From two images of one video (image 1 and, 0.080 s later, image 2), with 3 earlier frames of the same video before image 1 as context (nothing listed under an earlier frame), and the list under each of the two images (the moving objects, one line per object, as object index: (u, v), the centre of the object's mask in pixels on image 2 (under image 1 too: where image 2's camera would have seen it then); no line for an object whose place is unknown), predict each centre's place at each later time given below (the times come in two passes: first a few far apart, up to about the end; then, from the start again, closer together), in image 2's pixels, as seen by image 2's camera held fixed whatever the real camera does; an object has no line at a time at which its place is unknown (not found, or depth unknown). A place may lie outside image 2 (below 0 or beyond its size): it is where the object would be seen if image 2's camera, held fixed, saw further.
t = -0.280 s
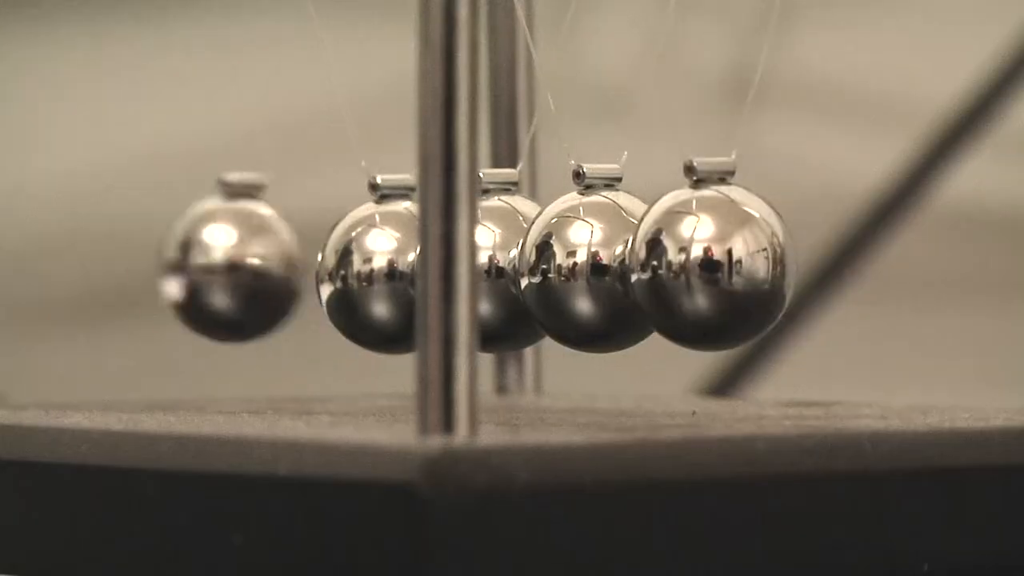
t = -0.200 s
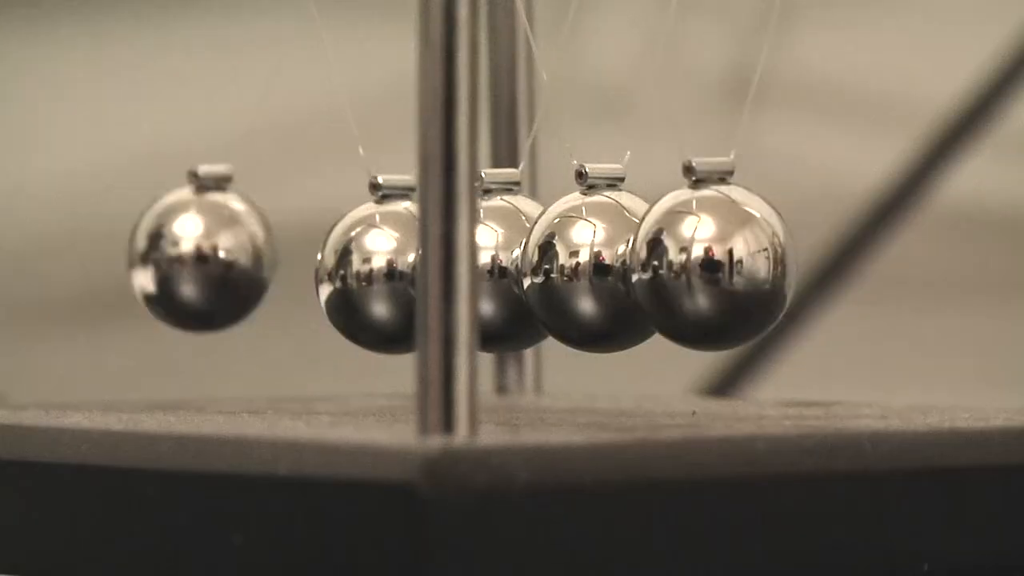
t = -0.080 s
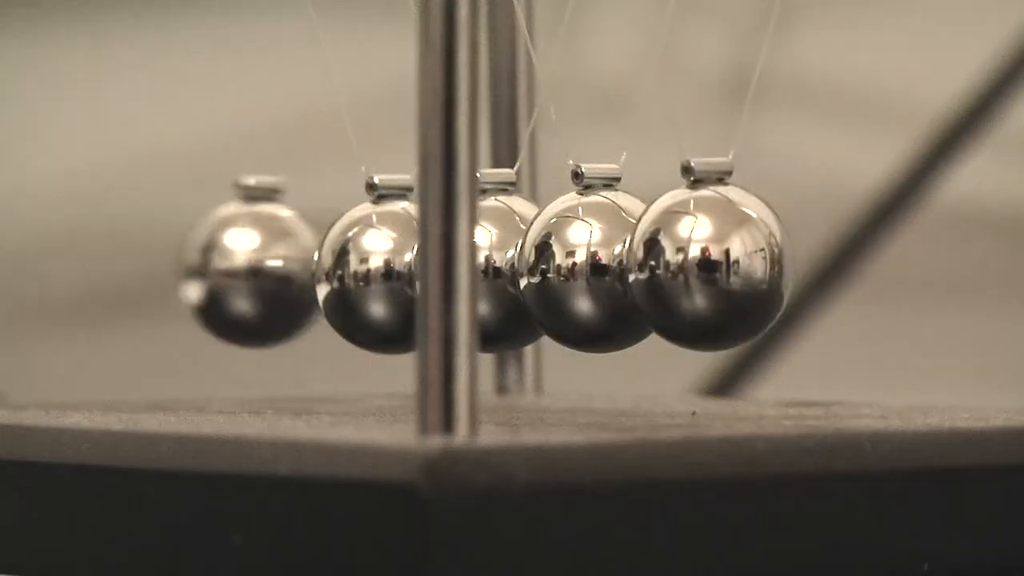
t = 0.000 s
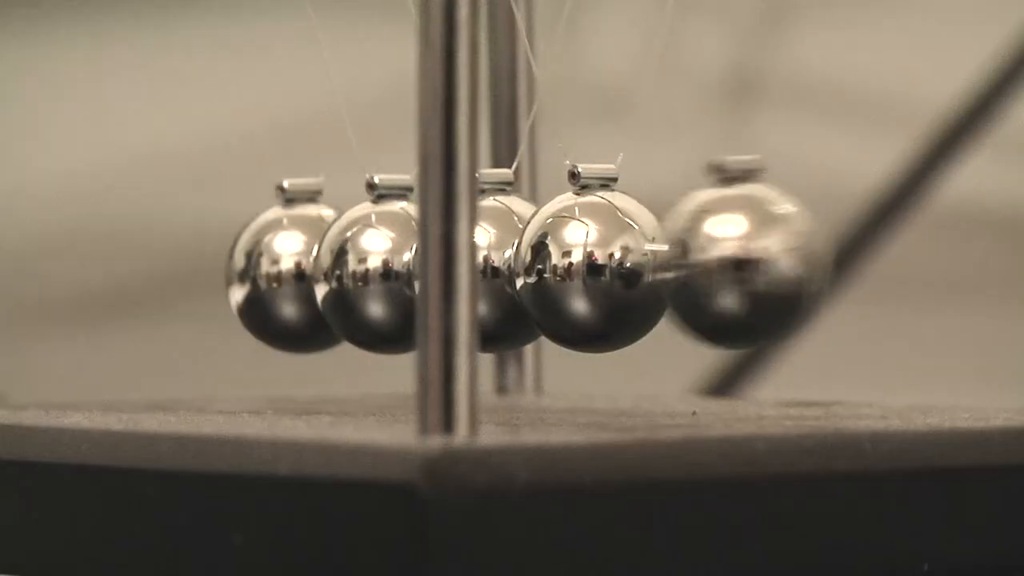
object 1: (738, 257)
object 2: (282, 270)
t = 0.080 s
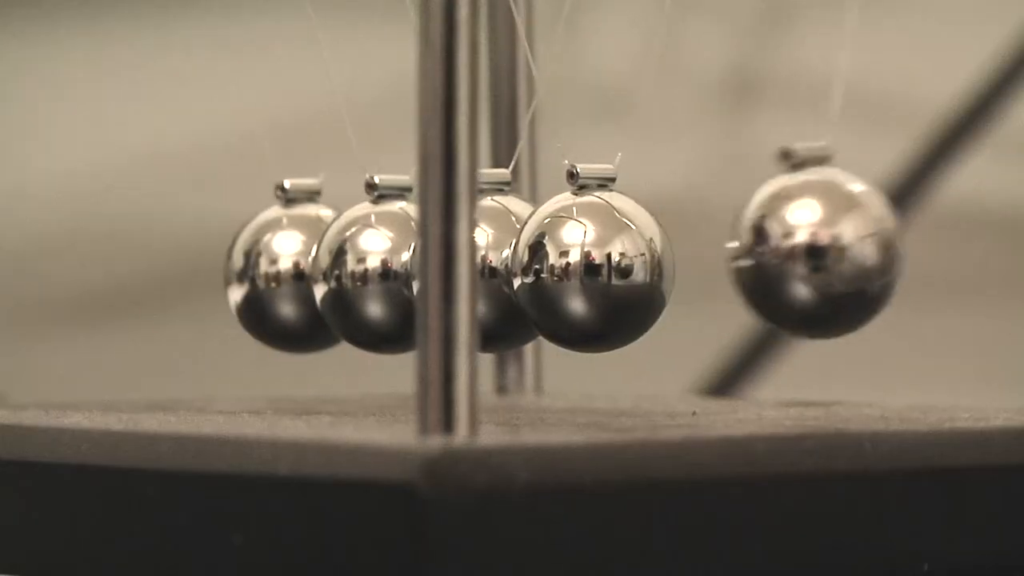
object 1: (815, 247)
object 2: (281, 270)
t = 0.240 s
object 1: (768, 256)
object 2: (282, 270)
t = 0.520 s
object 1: (713, 261)
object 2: (220, 260)
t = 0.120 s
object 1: (831, 243)
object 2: (281, 271)
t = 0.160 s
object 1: (828, 244)
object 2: (280, 271)
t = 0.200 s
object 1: (805, 249)
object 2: (281, 270)
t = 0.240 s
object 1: (768, 256)
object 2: (282, 270)
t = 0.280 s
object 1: (719, 259)
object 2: (284, 270)
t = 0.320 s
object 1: (709, 261)
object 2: (269, 270)
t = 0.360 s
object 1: (710, 261)
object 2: (243, 265)
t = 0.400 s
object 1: (711, 261)
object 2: (219, 259)
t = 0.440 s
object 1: (714, 261)
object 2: (207, 255)
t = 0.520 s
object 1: (713, 261)
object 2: (220, 260)
